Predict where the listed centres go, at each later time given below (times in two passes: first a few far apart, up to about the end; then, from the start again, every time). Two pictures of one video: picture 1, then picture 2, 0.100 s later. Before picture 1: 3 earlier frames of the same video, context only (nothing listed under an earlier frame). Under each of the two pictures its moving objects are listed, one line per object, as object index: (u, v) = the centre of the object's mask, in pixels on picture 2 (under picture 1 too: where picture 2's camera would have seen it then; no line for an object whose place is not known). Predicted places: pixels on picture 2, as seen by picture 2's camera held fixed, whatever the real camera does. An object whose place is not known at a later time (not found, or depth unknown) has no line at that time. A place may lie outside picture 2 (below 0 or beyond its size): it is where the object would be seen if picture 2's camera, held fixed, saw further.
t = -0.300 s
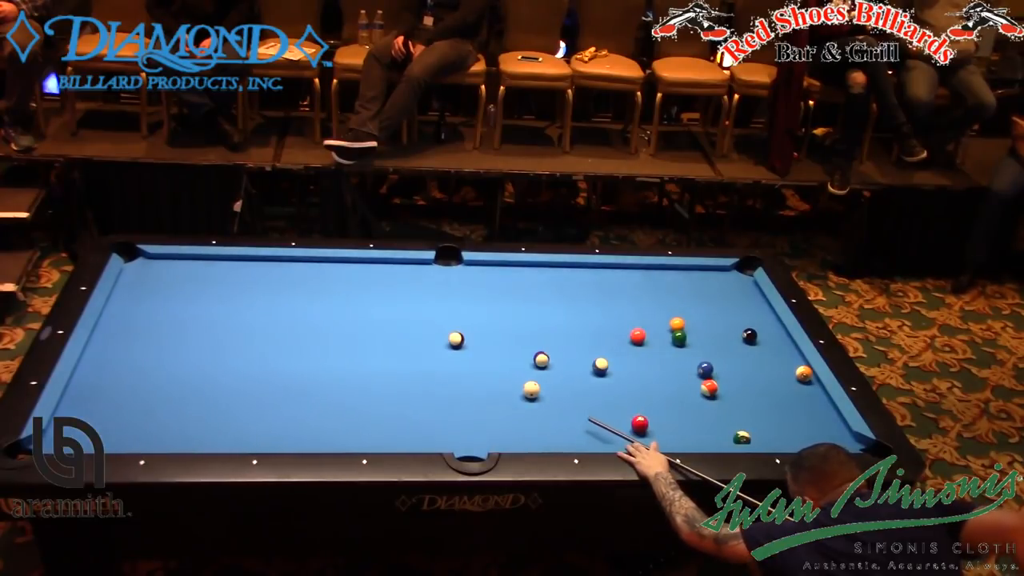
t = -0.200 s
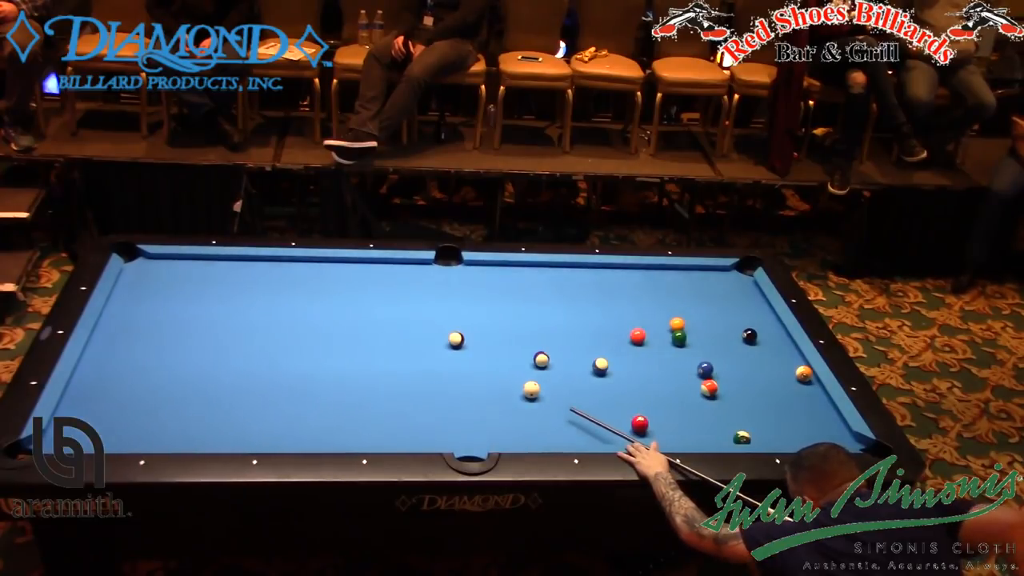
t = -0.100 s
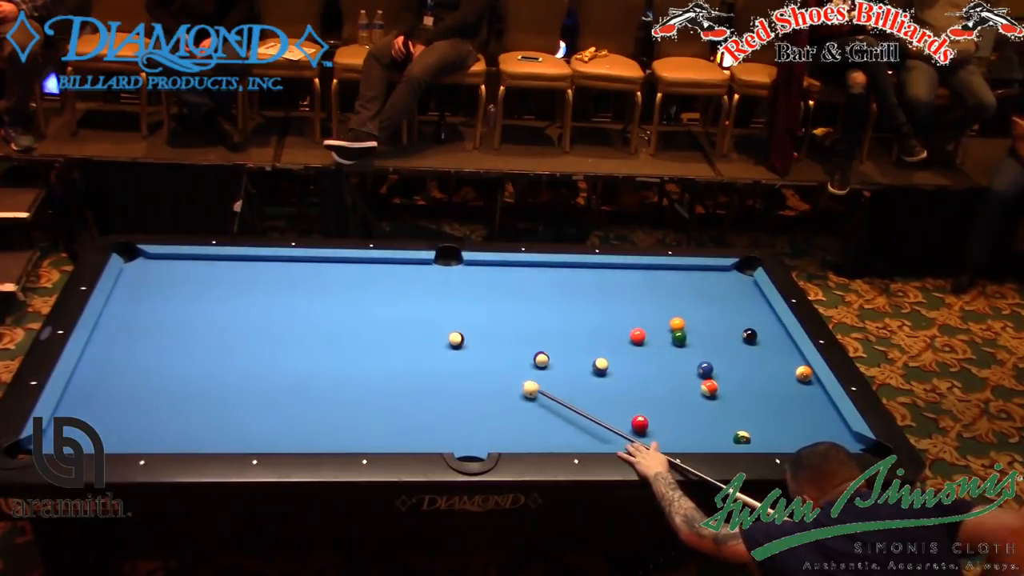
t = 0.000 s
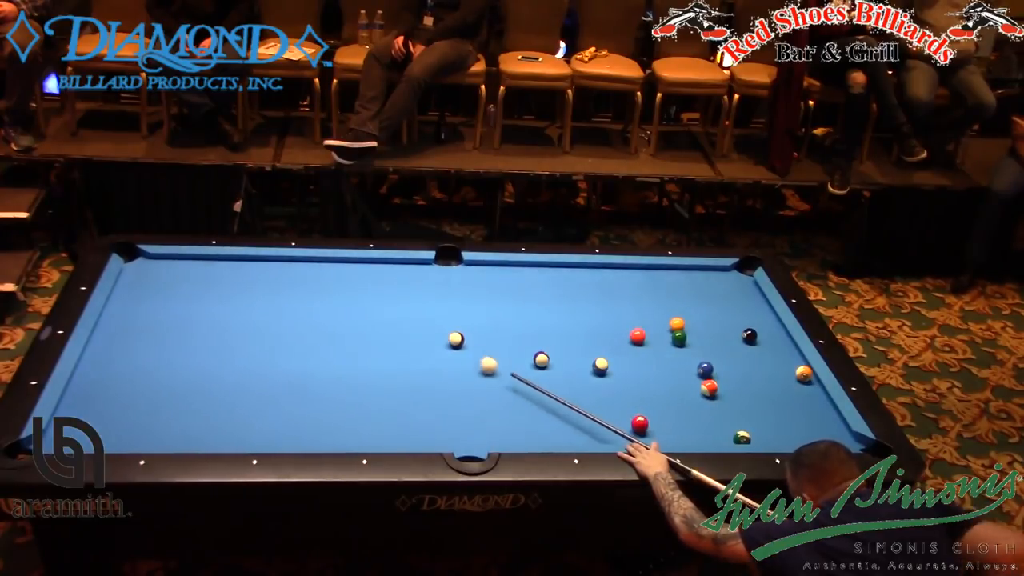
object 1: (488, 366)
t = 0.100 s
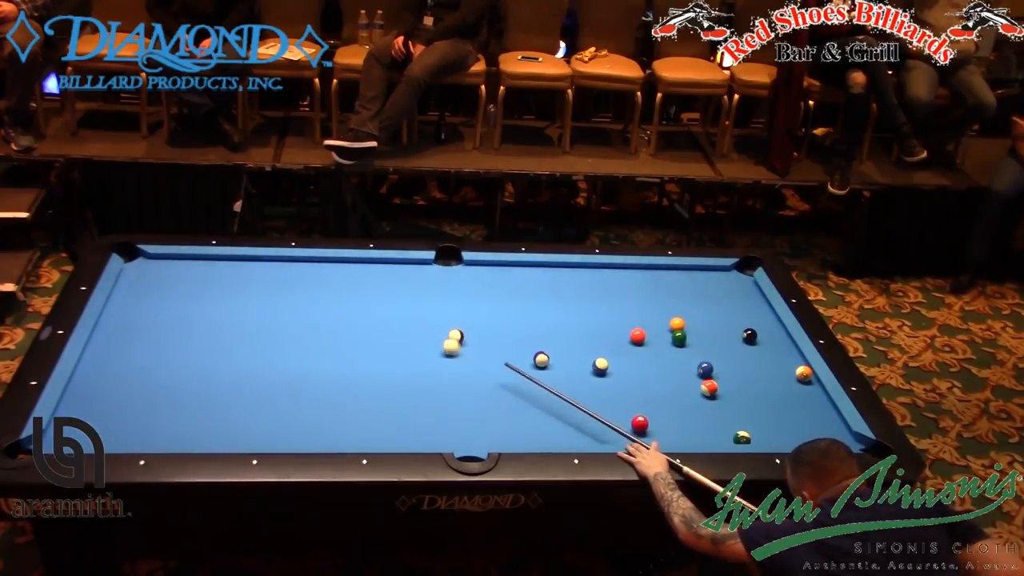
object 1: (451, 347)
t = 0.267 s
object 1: (391, 340)
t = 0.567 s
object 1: (287, 320)
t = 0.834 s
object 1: (199, 304)
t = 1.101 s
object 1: (120, 289)
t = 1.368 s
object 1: (176, 281)
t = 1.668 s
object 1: (229, 274)
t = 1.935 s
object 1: (271, 267)
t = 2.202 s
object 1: (311, 261)
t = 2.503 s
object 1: (347, 265)
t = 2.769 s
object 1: (376, 269)
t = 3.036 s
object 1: (404, 273)
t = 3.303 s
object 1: (431, 277)
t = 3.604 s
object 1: (459, 280)
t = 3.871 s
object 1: (483, 283)
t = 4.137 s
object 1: (505, 287)
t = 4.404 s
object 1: (526, 290)
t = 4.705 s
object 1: (548, 293)
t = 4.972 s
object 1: (566, 296)
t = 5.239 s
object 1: (583, 298)
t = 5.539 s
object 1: (600, 301)
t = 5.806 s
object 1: (613, 303)
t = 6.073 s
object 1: (625, 304)
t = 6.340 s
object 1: (636, 305)
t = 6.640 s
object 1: (647, 307)
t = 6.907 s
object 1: (654, 307)
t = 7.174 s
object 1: (661, 308)
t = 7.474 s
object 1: (666, 308)
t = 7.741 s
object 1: (669, 309)
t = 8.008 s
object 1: (671, 309)
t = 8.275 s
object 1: (671, 309)
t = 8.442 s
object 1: (671, 309)
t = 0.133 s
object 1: (438, 347)
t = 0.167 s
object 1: (427, 345)
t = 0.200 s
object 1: (415, 344)
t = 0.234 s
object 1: (402, 342)
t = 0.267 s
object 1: (391, 340)
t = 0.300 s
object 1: (379, 338)
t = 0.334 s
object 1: (367, 335)
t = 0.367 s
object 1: (356, 333)
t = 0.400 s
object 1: (344, 331)
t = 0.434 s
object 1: (332, 329)
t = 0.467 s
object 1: (321, 327)
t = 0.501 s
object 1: (310, 325)
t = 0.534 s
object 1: (298, 322)
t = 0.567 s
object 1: (287, 320)
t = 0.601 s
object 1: (276, 318)
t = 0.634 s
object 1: (265, 316)
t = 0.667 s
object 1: (254, 314)
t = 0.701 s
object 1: (243, 312)
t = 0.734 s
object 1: (232, 310)
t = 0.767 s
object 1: (221, 308)
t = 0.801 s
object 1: (210, 306)
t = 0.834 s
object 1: (199, 304)
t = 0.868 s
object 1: (188, 302)
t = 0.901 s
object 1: (178, 300)
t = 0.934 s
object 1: (168, 298)
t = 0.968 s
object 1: (157, 296)
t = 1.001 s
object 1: (147, 294)
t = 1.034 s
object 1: (136, 292)
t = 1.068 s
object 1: (126, 290)
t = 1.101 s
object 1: (120, 289)
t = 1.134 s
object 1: (128, 288)
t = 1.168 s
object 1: (137, 287)
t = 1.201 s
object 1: (144, 286)
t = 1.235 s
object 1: (152, 285)
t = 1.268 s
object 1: (158, 284)
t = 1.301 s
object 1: (164, 283)
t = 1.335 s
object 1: (170, 282)
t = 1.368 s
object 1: (176, 281)
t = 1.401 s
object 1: (182, 280)
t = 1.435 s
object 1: (188, 280)
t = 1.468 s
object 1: (194, 279)
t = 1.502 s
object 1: (200, 278)
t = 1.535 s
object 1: (206, 277)
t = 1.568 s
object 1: (211, 276)
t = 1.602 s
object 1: (217, 275)
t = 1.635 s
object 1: (223, 275)
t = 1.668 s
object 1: (229, 274)
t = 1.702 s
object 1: (234, 273)
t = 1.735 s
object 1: (239, 272)
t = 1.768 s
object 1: (245, 271)
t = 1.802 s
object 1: (250, 270)
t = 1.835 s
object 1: (256, 270)
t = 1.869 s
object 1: (261, 269)
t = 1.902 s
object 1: (266, 268)
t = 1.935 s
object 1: (271, 267)
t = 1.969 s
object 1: (277, 267)
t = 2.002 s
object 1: (281, 266)
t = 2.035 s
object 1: (286, 265)
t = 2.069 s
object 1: (292, 264)
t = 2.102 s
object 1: (297, 264)
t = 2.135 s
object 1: (301, 263)
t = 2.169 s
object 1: (306, 262)
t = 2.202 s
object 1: (311, 261)
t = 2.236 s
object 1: (316, 261)
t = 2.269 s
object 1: (320, 262)
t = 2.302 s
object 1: (324, 262)
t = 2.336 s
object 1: (328, 263)
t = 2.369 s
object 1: (331, 263)
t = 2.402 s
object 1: (335, 264)
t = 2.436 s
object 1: (339, 264)
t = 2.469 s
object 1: (343, 265)
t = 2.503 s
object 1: (347, 265)
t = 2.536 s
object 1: (350, 266)
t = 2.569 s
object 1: (354, 266)
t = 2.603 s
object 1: (358, 267)
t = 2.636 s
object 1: (362, 267)
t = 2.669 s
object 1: (365, 268)
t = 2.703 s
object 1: (369, 268)
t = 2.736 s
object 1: (373, 268)
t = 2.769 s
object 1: (376, 269)
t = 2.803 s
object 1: (380, 269)
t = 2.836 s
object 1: (383, 270)
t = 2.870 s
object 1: (387, 271)
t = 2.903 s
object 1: (390, 271)
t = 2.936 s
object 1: (394, 272)
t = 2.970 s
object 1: (397, 272)
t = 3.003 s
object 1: (401, 272)
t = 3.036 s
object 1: (404, 273)
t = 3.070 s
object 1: (408, 273)
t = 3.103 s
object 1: (411, 274)
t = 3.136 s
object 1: (415, 274)
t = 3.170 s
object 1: (418, 274)
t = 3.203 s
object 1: (421, 275)
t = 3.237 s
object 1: (424, 276)
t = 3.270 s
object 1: (427, 276)
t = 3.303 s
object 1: (431, 277)
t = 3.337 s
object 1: (434, 277)
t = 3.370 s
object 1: (437, 277)
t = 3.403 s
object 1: (441, 278)
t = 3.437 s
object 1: (444, 278)
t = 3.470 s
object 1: (447, 279)
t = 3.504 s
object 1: (450, 279)
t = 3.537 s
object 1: (453, 279)
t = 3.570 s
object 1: (457, 280)
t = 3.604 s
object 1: (459, 280)
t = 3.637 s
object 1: (462, 281)
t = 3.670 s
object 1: (466, 281)
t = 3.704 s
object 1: (468, 282)
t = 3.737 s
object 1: (471, 282)
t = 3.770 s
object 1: (475, 282)
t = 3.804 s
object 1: (477, 283)
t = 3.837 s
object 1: (480, 283)
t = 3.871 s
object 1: (483, 283)
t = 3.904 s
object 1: (486, 284)
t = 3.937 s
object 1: (489, 284)
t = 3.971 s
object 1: (492, 285)
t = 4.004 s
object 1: (494, 285)
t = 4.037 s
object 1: (497, 285)
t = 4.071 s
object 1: (500, 286)
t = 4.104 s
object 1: (503, 286)
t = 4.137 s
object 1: (505, 287)
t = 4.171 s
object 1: (508, 287)
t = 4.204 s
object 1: (511, 287)
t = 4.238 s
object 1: (513, 288)
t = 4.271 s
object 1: (516, 288)
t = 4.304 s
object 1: (519, 289)
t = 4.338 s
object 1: (521, 289)
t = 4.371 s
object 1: (524, 289)
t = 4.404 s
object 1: (526, 290)
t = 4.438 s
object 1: (529, 290)
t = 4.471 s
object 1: (531, 291)
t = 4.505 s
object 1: (534, 291)
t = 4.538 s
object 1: (536, 291)
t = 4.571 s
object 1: (538, 291)
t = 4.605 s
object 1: (541, 292)
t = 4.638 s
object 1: (543, 292)
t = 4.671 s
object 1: (546, 293)
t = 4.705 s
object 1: (548, 293)
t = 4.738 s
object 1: (551, 293)
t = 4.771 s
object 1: (553, 294)
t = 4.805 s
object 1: (555, 294)
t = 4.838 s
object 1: (557, 294)
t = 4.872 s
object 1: (560, 295)
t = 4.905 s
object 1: (562, 295)
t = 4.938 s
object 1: (564, 295)
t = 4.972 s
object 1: (566, 296)
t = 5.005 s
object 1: (568, 296)
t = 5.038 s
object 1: (571, 296)
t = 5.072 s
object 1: (572, 297)
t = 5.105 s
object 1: (574, 297)
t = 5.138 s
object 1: (577, 297)
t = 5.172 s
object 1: (579, 297)
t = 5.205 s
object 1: (581, 298)
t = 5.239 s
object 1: (583, 298)
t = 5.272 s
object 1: (585, 298)
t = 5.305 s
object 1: (587, 299)
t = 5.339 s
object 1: (589, 299)
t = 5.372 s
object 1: (591, 299)
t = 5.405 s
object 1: (592, 300)
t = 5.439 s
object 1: (594, 300)
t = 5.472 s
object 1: (596, 300)
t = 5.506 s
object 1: (598, 300)
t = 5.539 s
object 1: (600, 301)
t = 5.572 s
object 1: (602, 301)
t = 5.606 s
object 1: (603, 301)
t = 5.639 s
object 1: (605, 301)
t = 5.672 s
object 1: (607, 302)
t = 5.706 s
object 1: (608, 302)
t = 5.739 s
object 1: (610, 302)
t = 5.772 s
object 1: (612, 302)
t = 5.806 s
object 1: (613, 303)
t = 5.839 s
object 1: (615, 303)
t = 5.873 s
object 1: (617, 303)
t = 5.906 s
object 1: (618, 303)
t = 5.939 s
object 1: (619, 303)
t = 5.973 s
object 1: (621, 303)
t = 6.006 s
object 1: (622, 304)
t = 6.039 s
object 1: (624, 304)
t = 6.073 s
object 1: (625, 304)
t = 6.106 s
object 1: (627, 304)
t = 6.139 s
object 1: (628, 304)
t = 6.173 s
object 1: (630, 304)
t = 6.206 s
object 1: (631, 305)
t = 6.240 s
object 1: (632, 305)
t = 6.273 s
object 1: (634, 305)
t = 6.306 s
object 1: (635, 305)
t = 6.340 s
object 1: (636, 305)
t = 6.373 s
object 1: (637, 305)
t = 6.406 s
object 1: (638, 306)
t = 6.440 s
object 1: (640, 306)
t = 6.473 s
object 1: (641, 306)
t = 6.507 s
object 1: (642, 306)
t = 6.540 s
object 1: (643, 306)
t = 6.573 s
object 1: (644, 306)
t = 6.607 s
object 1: (645, 306)
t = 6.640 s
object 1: (647, 307)
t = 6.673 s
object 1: (648, 307)
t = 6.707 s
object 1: (649, 307)
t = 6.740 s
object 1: (650, 307)
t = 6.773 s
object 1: (650, 307)
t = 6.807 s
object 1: (651, 307)
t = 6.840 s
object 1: (652, 307)
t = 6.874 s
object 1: (653, 307)
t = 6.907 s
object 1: (654, 307)
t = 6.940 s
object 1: (655, 307)
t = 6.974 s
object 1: (656, 308)
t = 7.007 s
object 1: (657, 308)
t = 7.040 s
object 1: (658, 308)
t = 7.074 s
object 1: (658, 308)
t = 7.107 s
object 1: (659, 308)
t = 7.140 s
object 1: (660, 308)
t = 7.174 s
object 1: (661, 308)
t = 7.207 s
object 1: (661, 308)
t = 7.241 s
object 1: (662, 308)
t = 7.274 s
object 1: (662, 308)
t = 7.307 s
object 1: (663, 308)
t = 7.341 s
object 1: (664, 308)
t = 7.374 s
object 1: (664, 308)
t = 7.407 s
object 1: (665, 308)
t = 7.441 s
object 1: (665, 308)
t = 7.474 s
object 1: (666, 308)
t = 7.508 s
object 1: (667, 308)
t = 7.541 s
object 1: (667, 308)
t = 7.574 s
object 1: (667, 309)
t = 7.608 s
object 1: (668, 309)
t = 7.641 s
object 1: (668, 309)
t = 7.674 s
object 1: (669, 309)
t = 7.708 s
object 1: (669, 309)
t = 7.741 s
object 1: (669, 309)
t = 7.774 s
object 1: (670, 309)
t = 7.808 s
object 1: (670, 309)
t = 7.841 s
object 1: (670, 309)
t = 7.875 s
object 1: (670, 309)
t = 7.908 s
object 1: (670, 309)
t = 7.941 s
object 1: (671, 309)
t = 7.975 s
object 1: (671, 309)
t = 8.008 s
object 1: (671, 309)
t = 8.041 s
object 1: (671, 309)
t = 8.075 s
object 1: (671, 309)
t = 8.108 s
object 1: (671, 309)
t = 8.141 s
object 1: (671, 309)
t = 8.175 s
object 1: (671, 309)
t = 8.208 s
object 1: (671, 309)
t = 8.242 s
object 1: (671, 309)
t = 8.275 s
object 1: (671, 309)
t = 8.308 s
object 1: (671, 308)
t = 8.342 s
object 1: (671, 308)
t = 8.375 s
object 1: (671, 309)
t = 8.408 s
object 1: (671, 309)
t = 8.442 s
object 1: (671, 309)
